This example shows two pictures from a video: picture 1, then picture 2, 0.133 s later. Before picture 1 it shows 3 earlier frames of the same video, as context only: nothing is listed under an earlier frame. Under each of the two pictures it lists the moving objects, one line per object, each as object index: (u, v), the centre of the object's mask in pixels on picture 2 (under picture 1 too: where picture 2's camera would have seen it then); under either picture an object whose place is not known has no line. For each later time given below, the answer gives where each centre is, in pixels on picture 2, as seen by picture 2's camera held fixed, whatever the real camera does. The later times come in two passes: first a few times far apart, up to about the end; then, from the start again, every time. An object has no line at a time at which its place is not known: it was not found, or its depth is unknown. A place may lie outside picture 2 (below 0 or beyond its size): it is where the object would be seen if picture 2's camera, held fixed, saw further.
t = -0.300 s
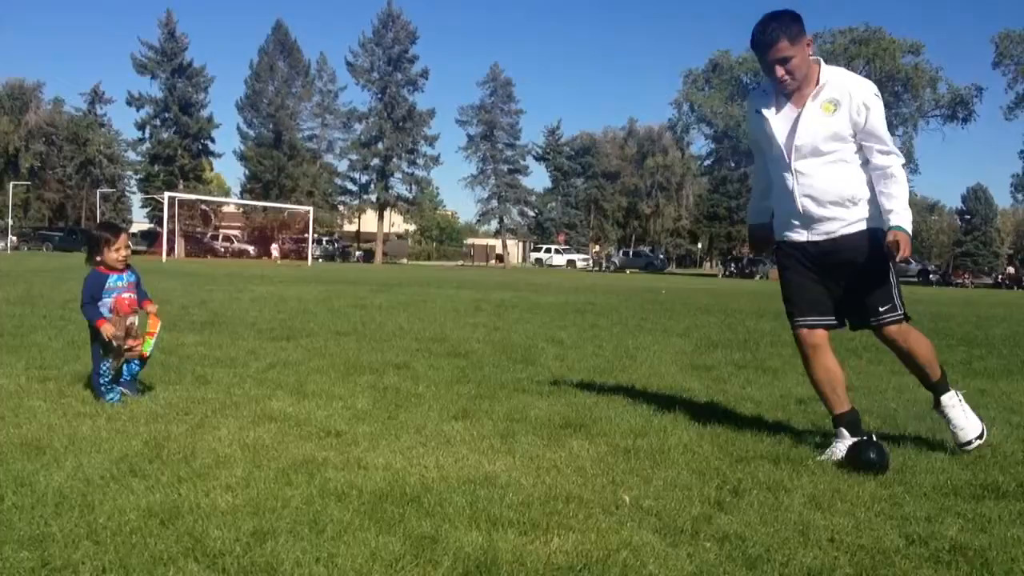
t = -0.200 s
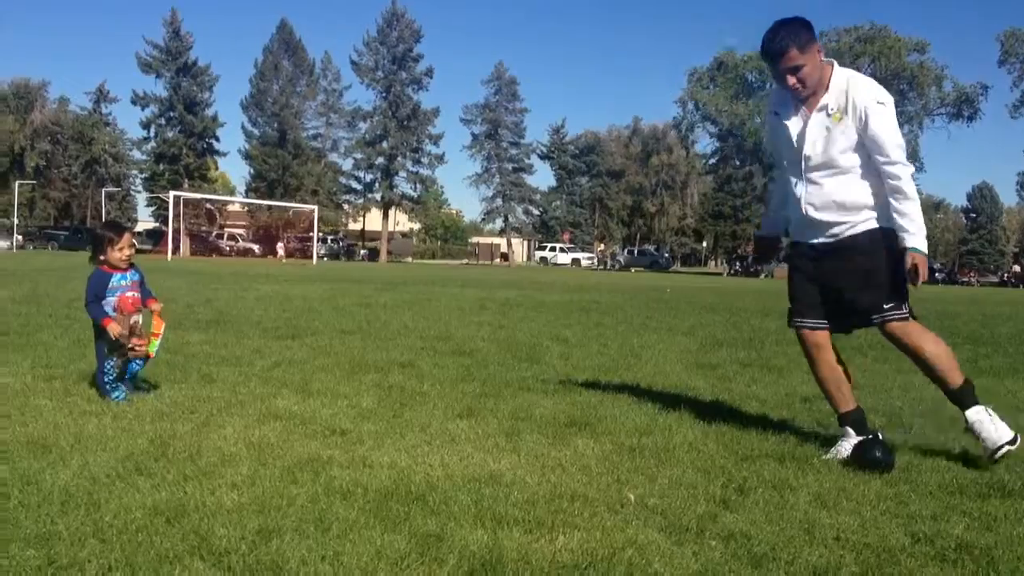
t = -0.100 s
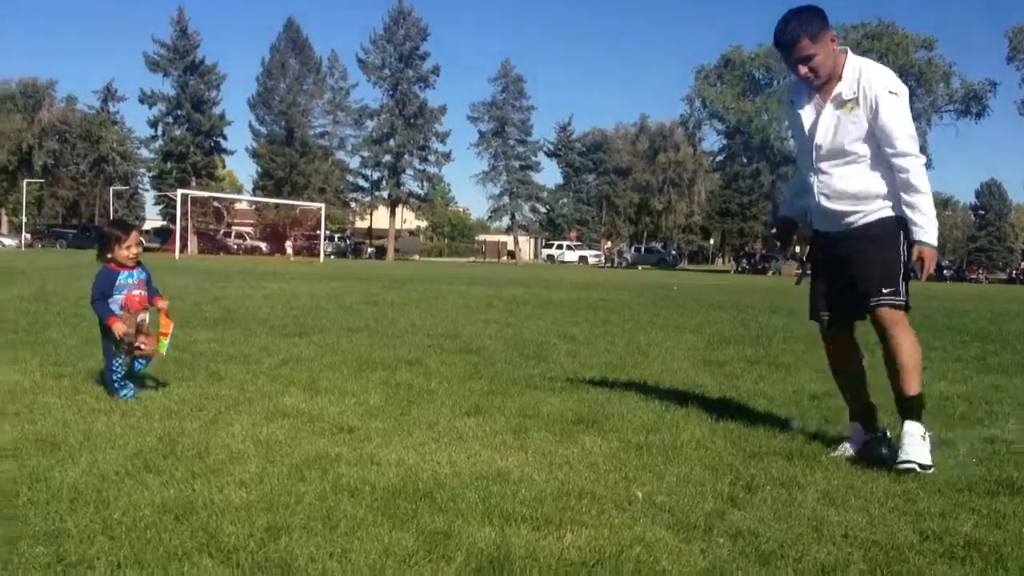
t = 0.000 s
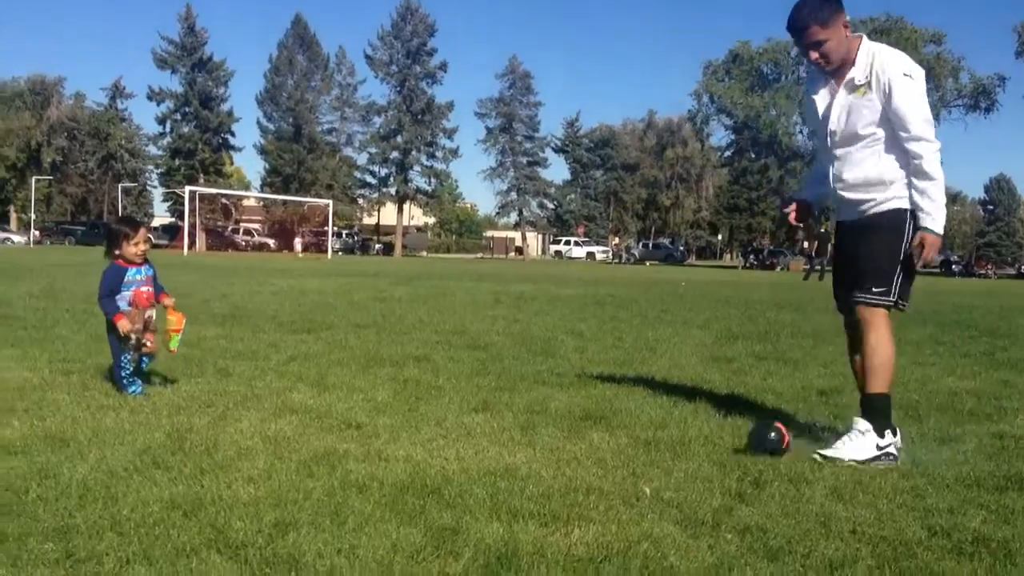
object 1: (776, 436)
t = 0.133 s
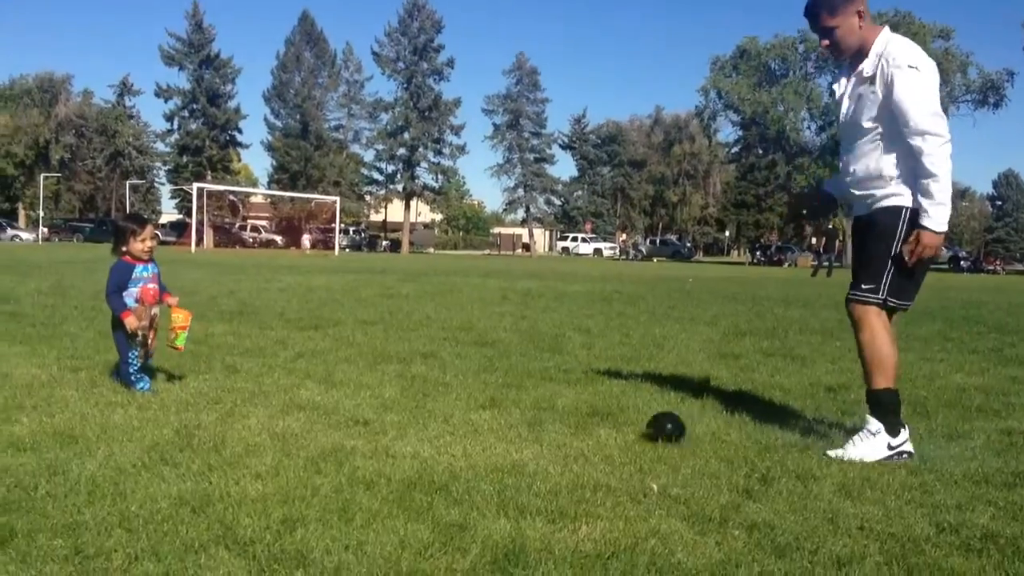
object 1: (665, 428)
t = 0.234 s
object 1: (612, 421)
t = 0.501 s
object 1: (501, 413)
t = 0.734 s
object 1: (424, 403)
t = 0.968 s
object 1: (367, 401)
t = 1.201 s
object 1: (327, 397)
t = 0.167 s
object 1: (646, 426)
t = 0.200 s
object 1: (629, 423)
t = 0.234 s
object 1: (612, 421)
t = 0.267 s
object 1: (596, 420)
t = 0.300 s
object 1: (579, 420)
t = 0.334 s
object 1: (564, 418)
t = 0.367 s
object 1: (551, 414)
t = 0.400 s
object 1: (539, 411)
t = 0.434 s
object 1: (526, 411)
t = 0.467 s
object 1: (513, 411)
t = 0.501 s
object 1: (501, 413)
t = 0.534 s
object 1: (488, 413)
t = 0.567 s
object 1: (477, 411)
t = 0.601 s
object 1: (464, 410)
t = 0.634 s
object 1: (453, 410)
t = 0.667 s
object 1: (443, 408)
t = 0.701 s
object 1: (433, 405)
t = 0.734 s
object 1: (424, 403)
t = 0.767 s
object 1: (415, 402)
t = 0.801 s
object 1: (407, 402)
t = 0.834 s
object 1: (397, 403)
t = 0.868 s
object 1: (389, 403)
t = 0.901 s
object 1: (381, 403)
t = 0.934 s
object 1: (374, 402)
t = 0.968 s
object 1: (367, 401)
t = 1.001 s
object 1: (360, 400)
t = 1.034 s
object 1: (353, 399)
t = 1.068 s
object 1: (348, 398)
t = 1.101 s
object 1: (342, 397)
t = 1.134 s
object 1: (337, 397)
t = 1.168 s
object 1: (332, 397)
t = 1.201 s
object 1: (327, 397)
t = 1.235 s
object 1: (323, 397)
